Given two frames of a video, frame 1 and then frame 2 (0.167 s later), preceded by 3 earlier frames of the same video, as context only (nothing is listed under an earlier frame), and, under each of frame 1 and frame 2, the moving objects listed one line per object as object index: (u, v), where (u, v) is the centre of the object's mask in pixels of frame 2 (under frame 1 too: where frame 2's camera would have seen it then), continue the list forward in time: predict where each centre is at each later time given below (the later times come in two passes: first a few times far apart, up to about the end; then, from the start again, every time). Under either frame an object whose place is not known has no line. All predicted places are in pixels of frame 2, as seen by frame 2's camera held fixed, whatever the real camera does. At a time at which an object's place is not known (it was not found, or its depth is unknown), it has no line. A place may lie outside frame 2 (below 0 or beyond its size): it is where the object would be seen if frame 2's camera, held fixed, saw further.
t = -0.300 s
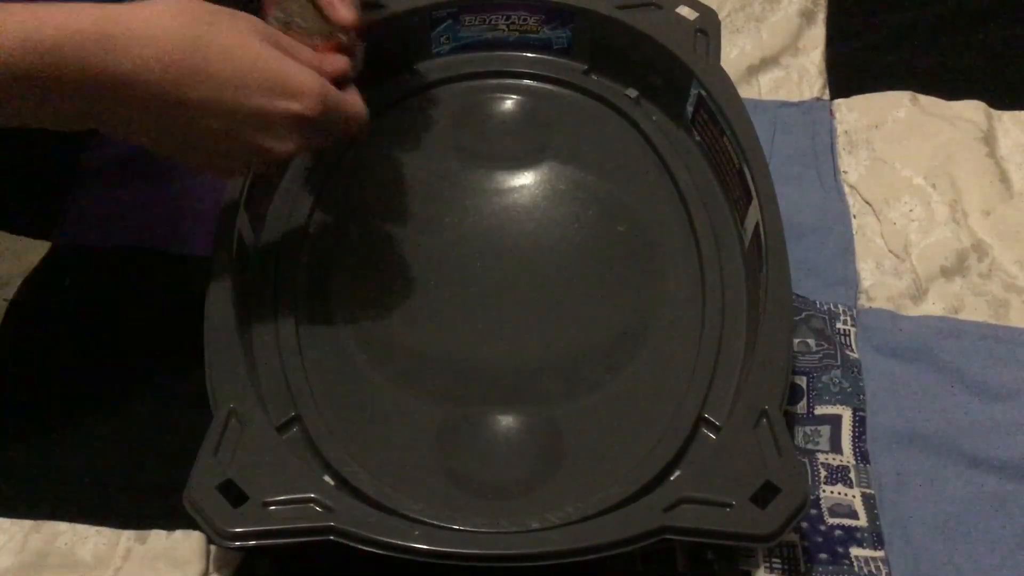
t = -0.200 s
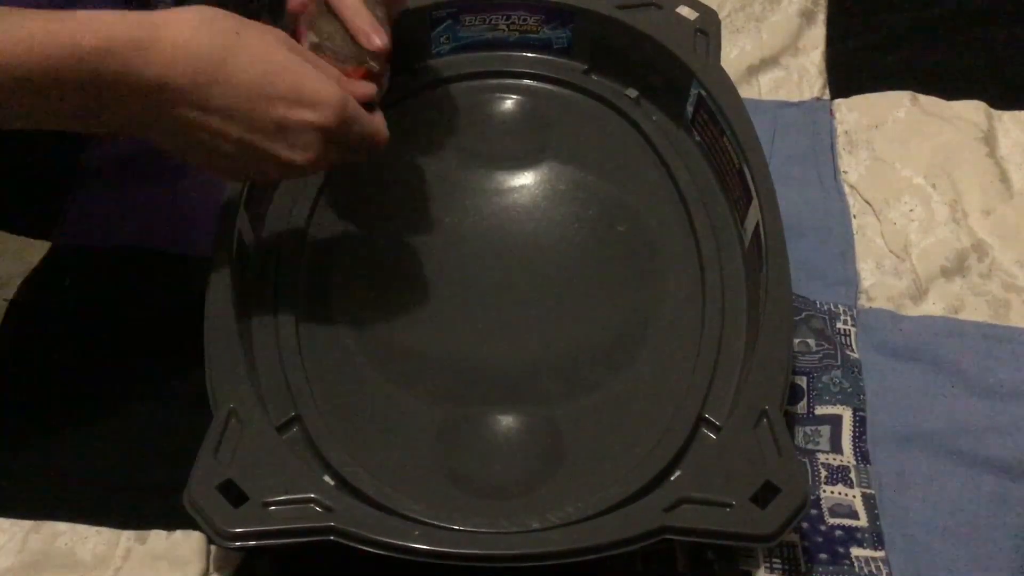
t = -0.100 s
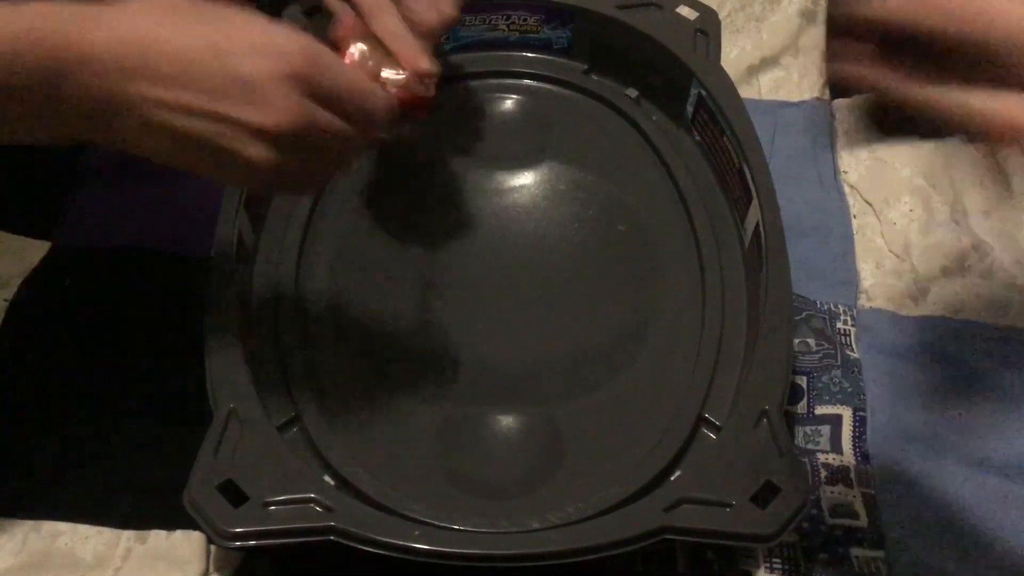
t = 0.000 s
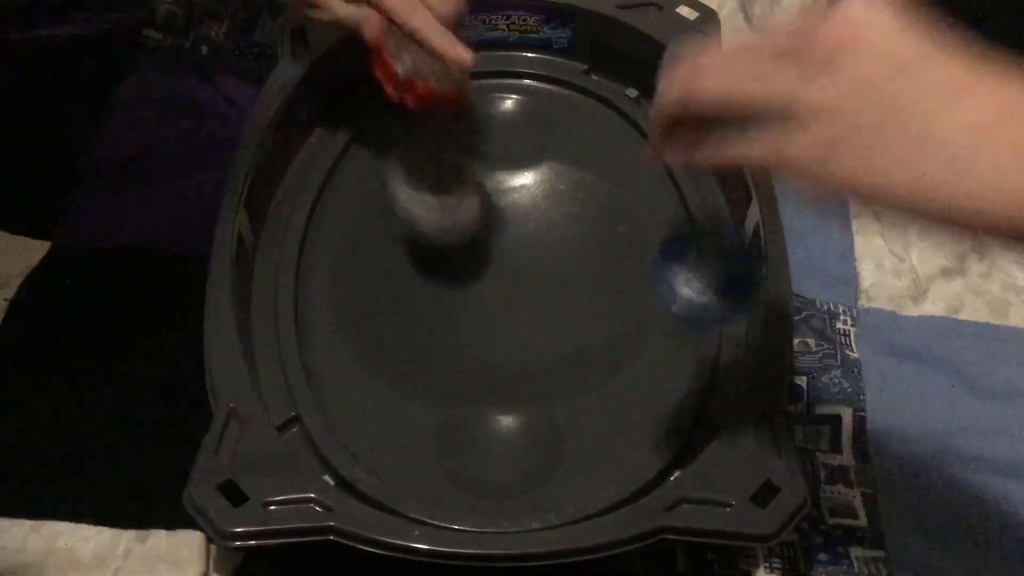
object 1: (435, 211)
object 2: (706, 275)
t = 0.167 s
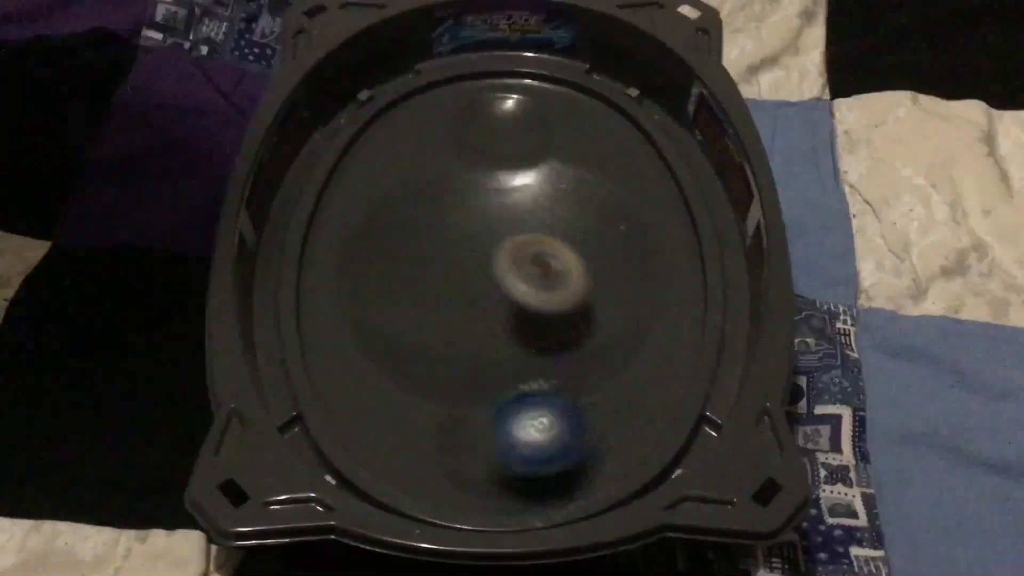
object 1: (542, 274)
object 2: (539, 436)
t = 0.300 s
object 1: (603, 311)
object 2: (401, 391)
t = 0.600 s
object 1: (482, 190)
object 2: (340, 189)
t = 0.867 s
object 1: (492, 235)
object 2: (425, 110)
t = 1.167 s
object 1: (541, 285)
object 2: (399, 92)
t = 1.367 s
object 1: (524, 241)
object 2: (384, 101)
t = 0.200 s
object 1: (563, 287)
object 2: (506, 442)
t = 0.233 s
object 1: (584, 311)
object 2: (467, 431)
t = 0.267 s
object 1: (595, 312)
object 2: (430, 407)
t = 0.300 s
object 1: (603, 311)
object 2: (401, 391)
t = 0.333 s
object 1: (607, 309)
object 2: (374, 376)
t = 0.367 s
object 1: (603, 298)
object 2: (345, 358)
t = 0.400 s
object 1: (597, 289)
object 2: (322, 339)
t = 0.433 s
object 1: (586, 276)
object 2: (320, 318)
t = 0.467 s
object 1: (573, 263)
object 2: (322, 288)
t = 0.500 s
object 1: (553, 245)
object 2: (324, 262)
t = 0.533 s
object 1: (533, 229)
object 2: (327, 237)
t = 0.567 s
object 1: (508, 204)
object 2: (332, 212)
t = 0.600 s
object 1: (482, 190)
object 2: (340, 189)
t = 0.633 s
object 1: (458, 177)
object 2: (348, 171)
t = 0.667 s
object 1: (442, 170)
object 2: (346, 147)
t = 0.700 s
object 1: (451, 171)
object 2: (355, 135)
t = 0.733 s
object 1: (460, 178)
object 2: (378, 136)
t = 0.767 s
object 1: (469, 190)
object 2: (395, 129)
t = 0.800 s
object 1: (477, 204)
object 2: (411, 121)
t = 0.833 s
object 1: (485, 220)
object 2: (420, 116)
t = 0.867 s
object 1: (492, 235)
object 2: (425, 110)
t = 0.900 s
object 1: (500, 248)
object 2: (427, 105)
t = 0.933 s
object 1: (508, 260)
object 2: (426, 101)
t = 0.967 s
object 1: (513, 262)
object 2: (422, 97)
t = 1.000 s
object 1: (519, 273)
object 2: (414, 95)
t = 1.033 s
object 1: (525, 288)
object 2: (408, 92)
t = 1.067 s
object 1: (530, 290)
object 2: (400, 89)
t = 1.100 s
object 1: (535, 292)
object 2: (399, 90)
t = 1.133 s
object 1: (539, 291)
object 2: (399, 92)
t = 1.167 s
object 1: (541, 285)
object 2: (399, 92)
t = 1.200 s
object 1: (542, 287)
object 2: (398, 94)
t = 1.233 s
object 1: (542, 279)
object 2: (397, 95)
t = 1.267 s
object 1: (539, 269)
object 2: (395, 96)
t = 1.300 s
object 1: (535, 253)
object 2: (392, 98)
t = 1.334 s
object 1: (530, 246)
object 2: (388, 99)
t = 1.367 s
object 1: (524, 241)
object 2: (384, 101)
